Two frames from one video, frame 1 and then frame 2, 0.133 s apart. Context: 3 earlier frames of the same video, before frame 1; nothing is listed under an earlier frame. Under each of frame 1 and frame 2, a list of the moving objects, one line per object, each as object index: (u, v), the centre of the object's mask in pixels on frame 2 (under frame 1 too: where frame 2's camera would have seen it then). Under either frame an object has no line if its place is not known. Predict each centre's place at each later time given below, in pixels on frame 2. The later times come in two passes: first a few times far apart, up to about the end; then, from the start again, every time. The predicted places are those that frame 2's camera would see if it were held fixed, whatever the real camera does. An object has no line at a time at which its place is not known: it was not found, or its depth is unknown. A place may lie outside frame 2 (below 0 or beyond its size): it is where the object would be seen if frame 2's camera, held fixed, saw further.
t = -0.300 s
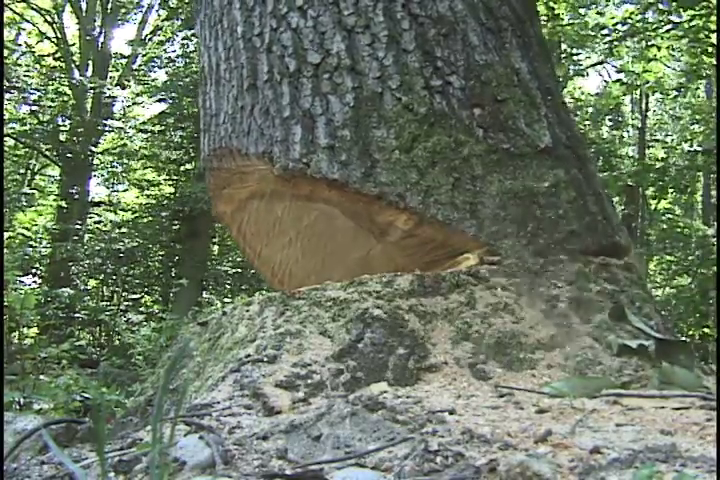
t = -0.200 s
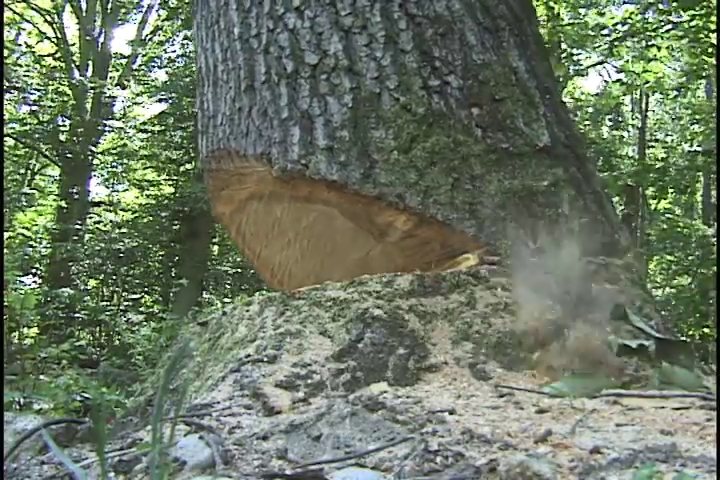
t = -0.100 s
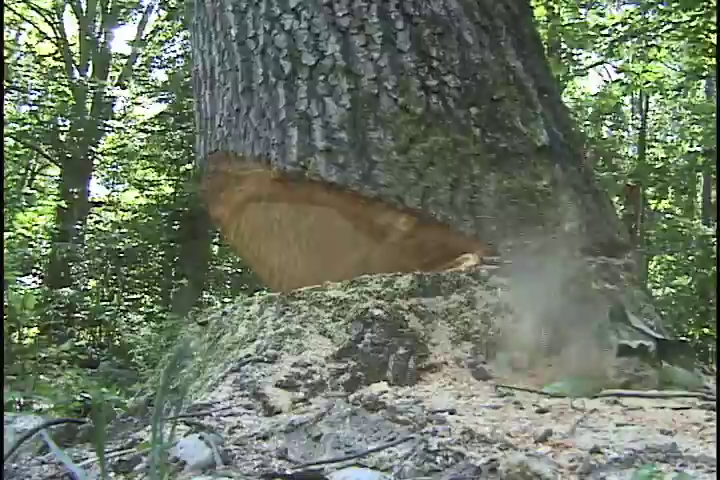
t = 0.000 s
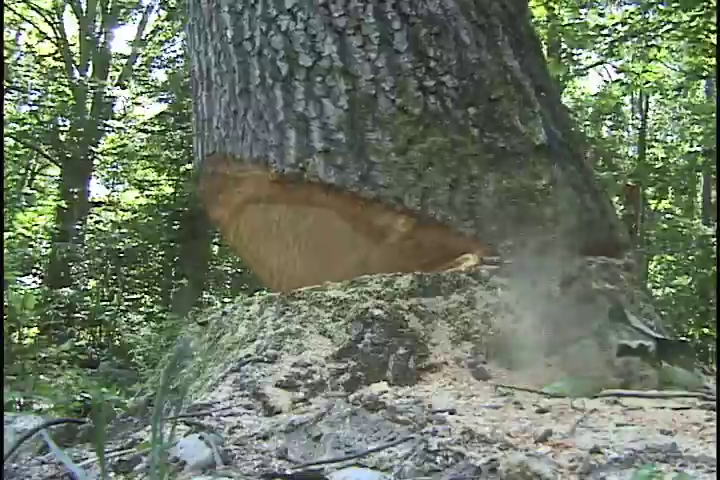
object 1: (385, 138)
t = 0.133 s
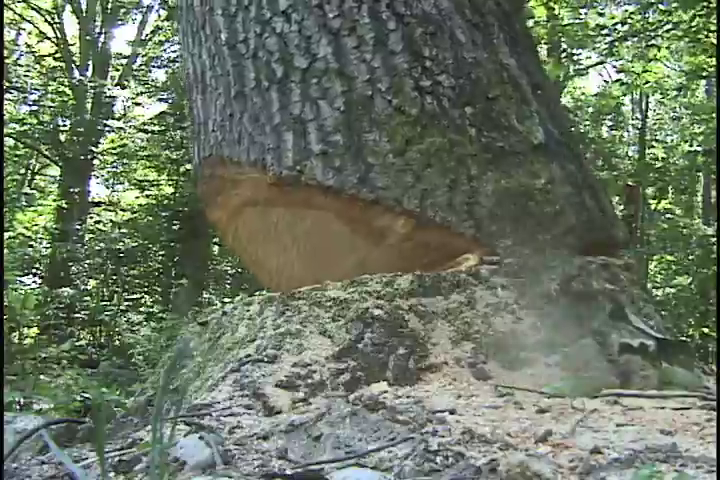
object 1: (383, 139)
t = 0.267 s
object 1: (378, 138)
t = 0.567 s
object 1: (364, 138)
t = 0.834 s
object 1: (345, 137)
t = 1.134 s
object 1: (314, 136)
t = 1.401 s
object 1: (279, 139)
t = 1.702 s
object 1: (250, 150)
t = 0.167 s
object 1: (382, 138)
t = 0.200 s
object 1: (380, 138)
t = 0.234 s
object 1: (379, 138)
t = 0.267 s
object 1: (378, 138)
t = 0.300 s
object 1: (377, 138)
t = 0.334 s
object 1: (375, 138)
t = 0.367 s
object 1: (374, 138)
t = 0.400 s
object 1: (372, 138)
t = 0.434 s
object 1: (371, 138)
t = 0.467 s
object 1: (369, 138)
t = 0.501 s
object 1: (368, 138)
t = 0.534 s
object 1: (366, 138)
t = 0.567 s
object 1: (364, 138)
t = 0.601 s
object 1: (361, 137)
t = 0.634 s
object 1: (359, 138)
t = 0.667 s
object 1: (357, 138)
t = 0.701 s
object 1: (355, 138)
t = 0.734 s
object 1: (352, 138)
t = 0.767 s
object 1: (350, 138)
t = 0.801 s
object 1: (347, 137)
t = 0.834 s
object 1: (345, 137)
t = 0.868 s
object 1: (343, 137)
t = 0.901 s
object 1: (340, 137)
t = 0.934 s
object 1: (335, 136)
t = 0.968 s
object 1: (332, 136)
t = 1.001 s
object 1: (329, 137)
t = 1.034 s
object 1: (326, 137)
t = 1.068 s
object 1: (323, 137)
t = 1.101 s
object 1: (318, 136)
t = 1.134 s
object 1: (314, 136)
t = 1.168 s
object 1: (310, 136)
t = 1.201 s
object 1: (306, 136)
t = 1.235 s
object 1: (302, 137)
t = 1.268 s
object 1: (297, 137)
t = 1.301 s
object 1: (292, 137)
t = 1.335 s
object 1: (288, 138)
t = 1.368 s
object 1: (283, 138)
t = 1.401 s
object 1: (279, 139)
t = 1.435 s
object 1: (275, 140)
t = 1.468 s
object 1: (271, 141)
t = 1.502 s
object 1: (266, 143)
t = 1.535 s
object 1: (263, 144)
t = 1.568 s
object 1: (260, 146)
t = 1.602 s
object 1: (256, 147)
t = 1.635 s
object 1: (253, 150)
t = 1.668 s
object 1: (251, 150)
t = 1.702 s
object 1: (250, 150)
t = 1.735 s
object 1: (248, 151)
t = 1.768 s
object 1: (245, 152)
